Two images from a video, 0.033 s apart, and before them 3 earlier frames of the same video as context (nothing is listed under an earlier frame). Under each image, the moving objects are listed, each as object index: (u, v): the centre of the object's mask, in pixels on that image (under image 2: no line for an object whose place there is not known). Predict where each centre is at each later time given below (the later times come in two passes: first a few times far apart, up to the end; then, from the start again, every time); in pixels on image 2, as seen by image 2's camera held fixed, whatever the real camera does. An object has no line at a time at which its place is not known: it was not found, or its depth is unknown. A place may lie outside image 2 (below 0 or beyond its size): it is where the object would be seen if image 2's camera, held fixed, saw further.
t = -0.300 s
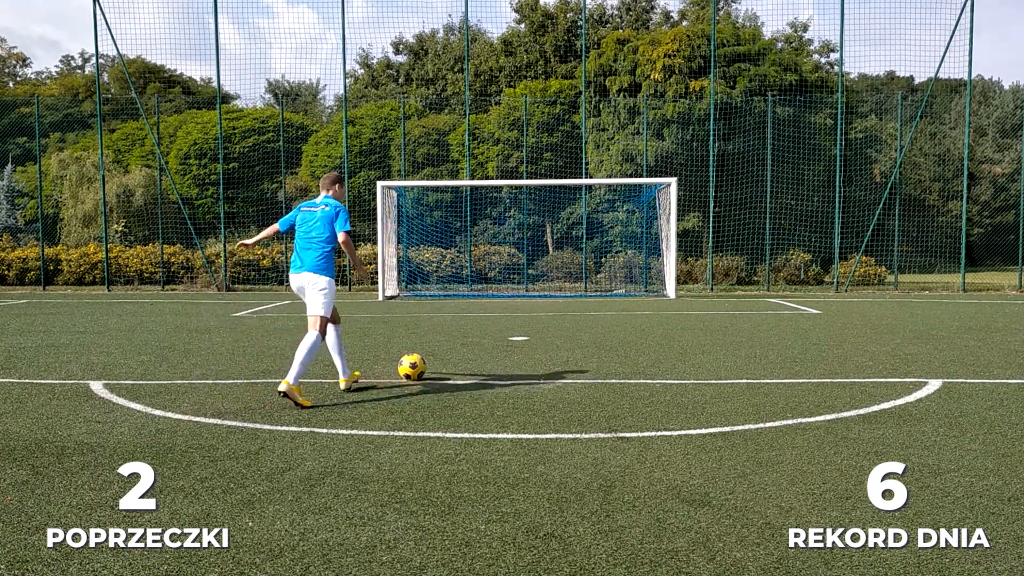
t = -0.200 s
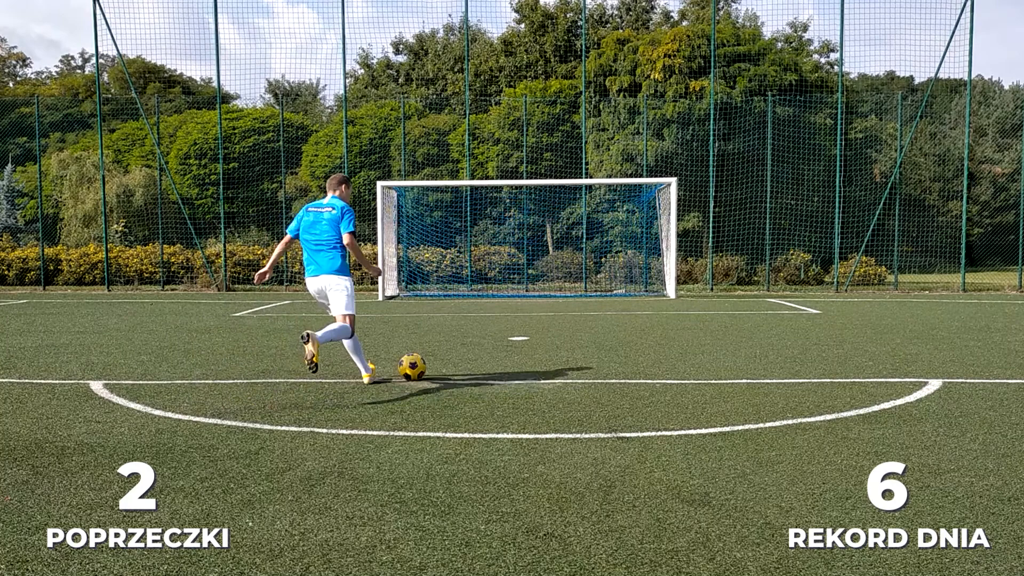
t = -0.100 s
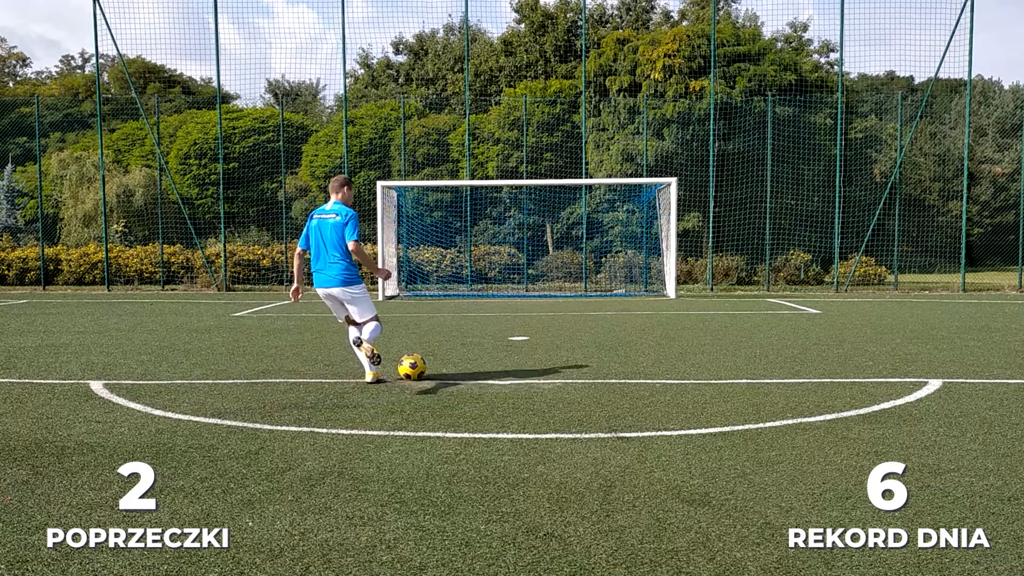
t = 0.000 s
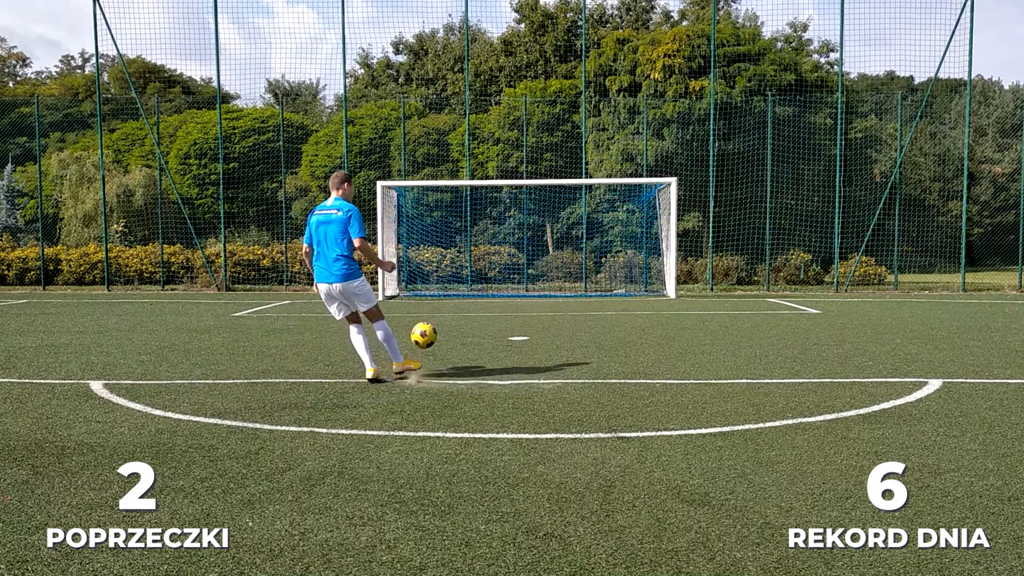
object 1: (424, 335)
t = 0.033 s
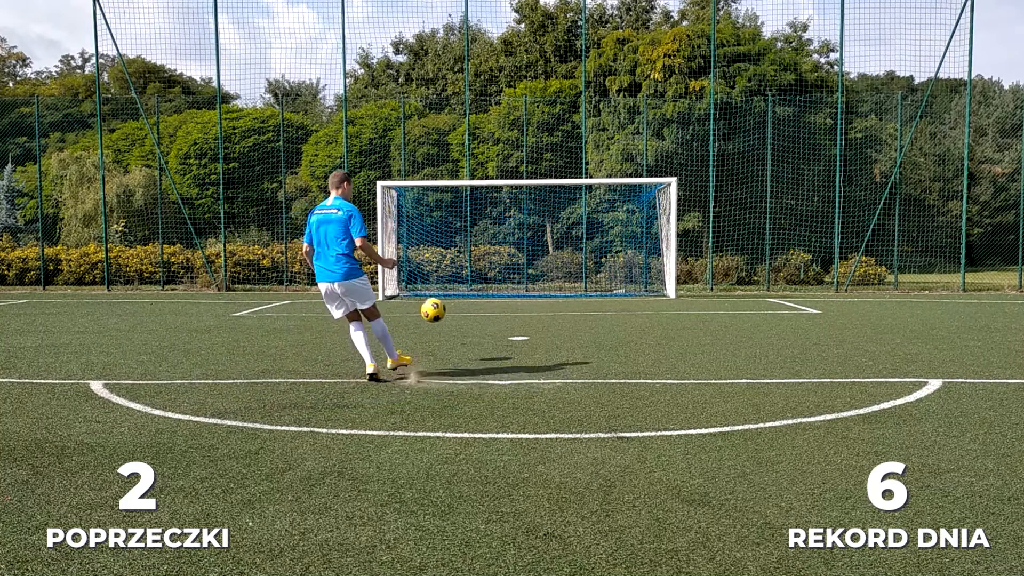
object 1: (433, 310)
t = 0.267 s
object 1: (471, 211)
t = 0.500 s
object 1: (486, 182)
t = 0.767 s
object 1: (491, 207)
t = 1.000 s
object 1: (487, 304)
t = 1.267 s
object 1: (479, 215)
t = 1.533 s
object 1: (470, 162)
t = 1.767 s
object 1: (459, 160)
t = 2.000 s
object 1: (446, 216)
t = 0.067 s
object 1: (441, 288)
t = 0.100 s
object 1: (448, 270)
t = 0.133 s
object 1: (454, 254)
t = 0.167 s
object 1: (459, 241)
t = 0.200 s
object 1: (463, 229)
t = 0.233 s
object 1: (468, 219)
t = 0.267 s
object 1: (471, 211)
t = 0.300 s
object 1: (474, 204)
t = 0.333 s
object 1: (477, 197)
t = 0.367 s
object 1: (479, 193)
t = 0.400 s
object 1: (481, 190)
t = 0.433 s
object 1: (483, 186)
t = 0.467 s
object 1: (485, 184)
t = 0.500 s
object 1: (486, 182)
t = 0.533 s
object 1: (488, 181)
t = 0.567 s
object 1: (489, 181)
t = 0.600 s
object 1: (490, 181)
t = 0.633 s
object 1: (491, 182)
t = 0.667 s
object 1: (492, 183)
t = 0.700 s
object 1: (491, 189)
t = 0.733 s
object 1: (491, 198)
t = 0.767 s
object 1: (491, 207)
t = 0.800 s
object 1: (490, 218)
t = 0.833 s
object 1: (489, 229)
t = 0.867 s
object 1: (489, 242)
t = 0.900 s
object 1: (488, 255)
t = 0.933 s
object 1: (488, 271)
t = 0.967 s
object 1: (488, 286)
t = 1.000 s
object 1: (487, 304)
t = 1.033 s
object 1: (486, 298)
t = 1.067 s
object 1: (485, 284)
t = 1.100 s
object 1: (484, 272)
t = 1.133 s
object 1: (483, 259)
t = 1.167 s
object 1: (482, 248)
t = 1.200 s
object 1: (481, 236)
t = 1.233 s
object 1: (480, 225)
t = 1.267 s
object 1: (479, 215)
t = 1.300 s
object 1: (479, 206)
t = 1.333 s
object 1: (478, 197)
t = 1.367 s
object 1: (477, 190)
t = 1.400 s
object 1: (475, 183)
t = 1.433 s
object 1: (474, 176)
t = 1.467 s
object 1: (473, 171)
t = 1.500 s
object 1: (471, 166)
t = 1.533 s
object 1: (470, 162)
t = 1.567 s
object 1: (468, 158)
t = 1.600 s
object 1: (467, 156)
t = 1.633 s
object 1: (466, 155)
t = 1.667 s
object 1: (464, 155)
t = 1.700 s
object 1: (463, 156)
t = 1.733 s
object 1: (461, 157)
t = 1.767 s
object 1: (459, 160)
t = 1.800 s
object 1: (457, 164)
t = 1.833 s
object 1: (456, 170)
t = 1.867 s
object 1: (454, 176)
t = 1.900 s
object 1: (452, 184)
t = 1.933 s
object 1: (450, 193)
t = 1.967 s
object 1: (448, 203)
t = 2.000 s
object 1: (446, 216)
